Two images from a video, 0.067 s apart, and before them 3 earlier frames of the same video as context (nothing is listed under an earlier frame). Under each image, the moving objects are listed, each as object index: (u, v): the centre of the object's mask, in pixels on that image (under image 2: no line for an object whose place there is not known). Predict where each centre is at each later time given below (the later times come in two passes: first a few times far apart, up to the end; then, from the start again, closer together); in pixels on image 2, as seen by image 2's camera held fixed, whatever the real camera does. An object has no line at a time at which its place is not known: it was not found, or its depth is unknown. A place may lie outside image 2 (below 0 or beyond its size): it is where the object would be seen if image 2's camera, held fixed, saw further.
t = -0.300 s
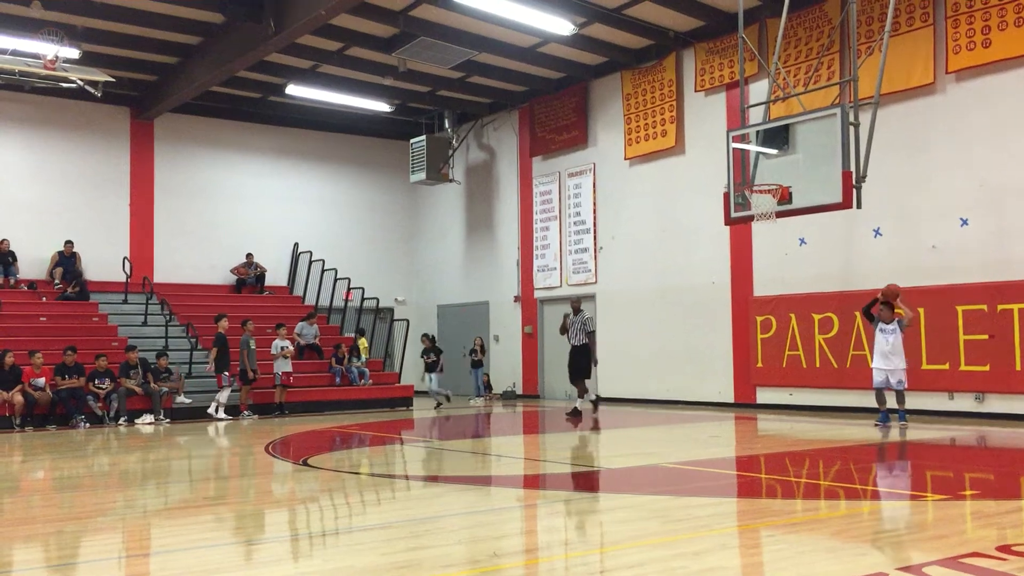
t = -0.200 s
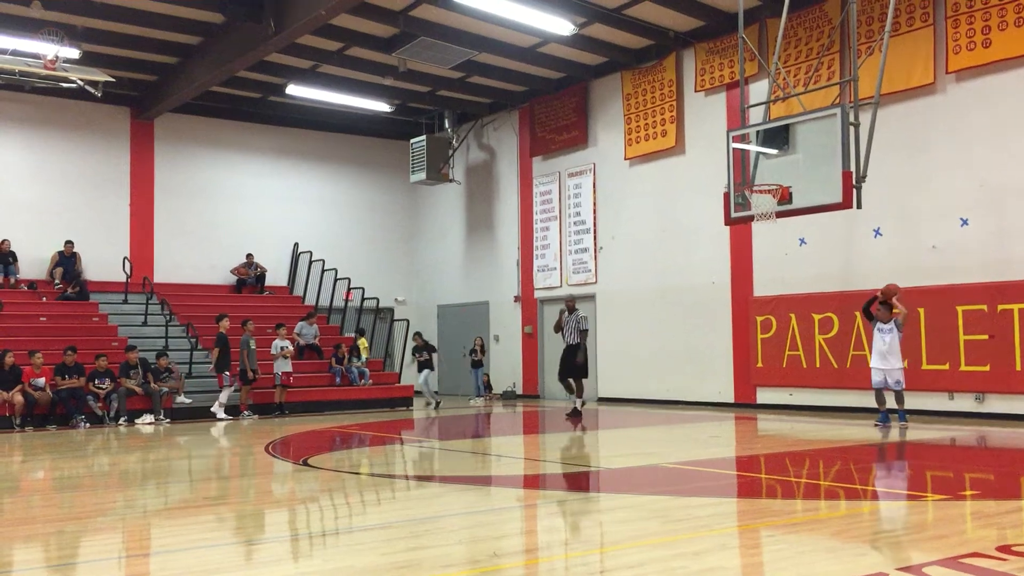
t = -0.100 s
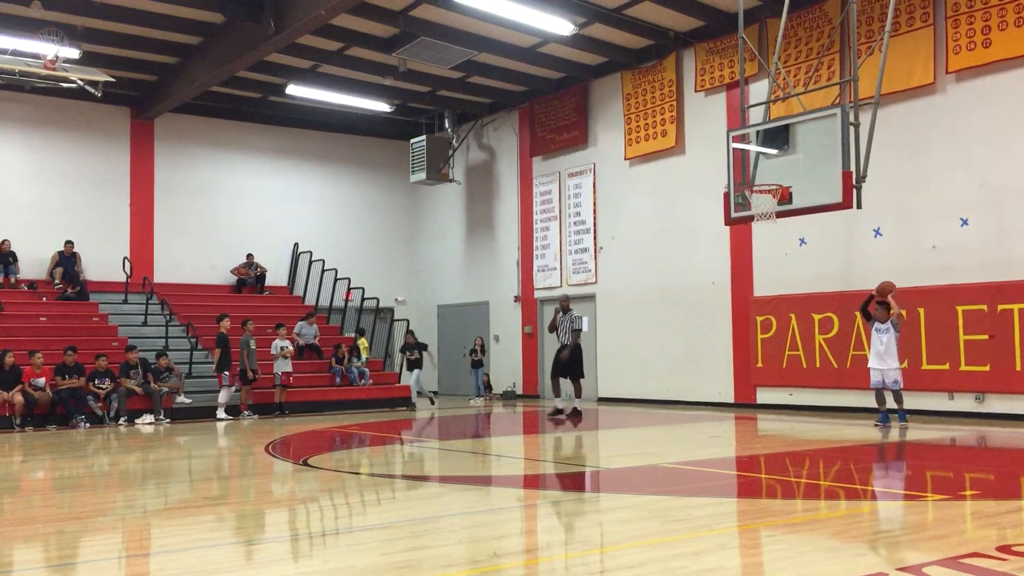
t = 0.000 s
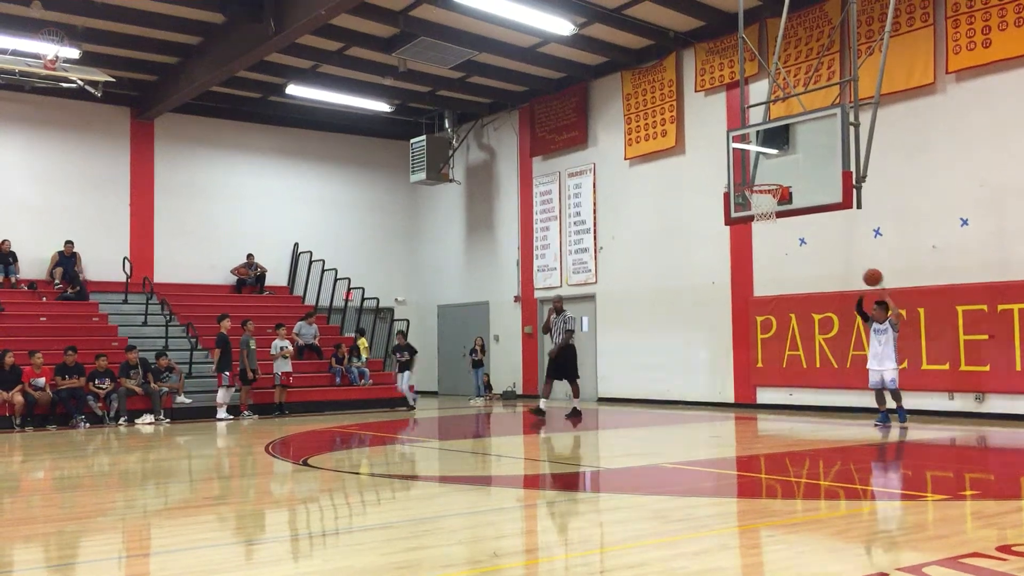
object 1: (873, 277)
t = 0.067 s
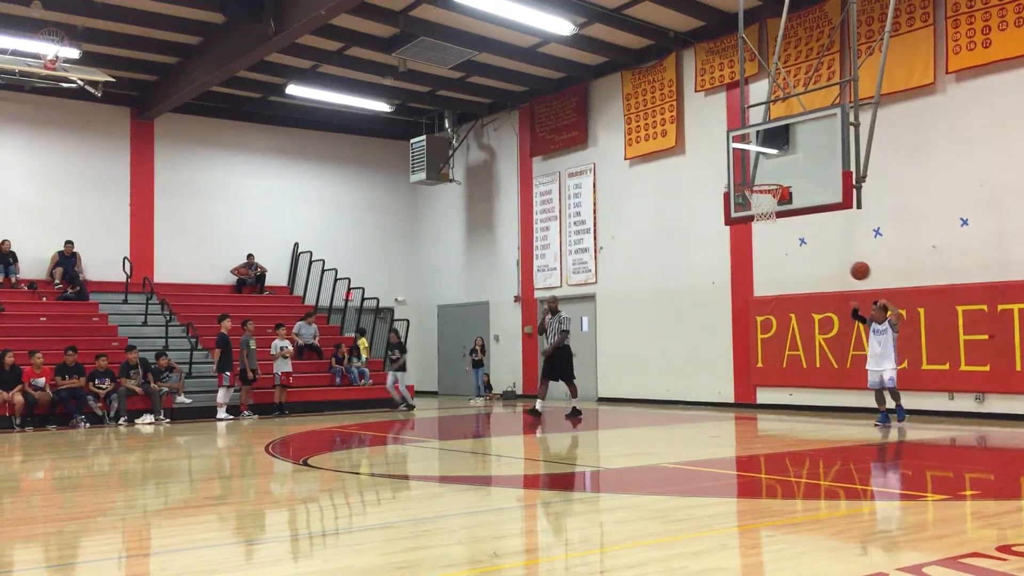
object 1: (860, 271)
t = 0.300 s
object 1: (814, 274)
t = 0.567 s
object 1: (754, 337)
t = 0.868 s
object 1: (686, 404)
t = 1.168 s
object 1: (631, 313)
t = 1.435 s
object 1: (576, 312)
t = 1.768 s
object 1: (502, 440)
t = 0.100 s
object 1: (854, 269)
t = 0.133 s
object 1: (847, 267)
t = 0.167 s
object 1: (841, 267)
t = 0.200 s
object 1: (834, 267)
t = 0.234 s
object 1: (827, 269)
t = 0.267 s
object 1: (821, 271)
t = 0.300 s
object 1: (814, 274)
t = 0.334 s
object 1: (807, 278)
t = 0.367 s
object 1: (800, 283)
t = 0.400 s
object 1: (793, 289)
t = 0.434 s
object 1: (785, 295)
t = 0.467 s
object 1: (778, 305)
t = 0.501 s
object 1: (770, 313)
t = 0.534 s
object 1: (762, 324)
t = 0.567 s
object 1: (754, 337)
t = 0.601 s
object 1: (744, 348)
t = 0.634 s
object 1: (739, 364)
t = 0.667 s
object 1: (730, 380)
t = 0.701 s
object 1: (722, 397)
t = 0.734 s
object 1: (714, 416)
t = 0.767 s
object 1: (706, 436)
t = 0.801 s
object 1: (698, 437)
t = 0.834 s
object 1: (692, 421)
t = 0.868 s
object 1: (686, 404)
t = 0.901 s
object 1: (680, 390)
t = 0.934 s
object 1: (674, 376)
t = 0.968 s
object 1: (668, 364)
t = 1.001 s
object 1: (662, 353)
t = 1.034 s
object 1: (656, 342)
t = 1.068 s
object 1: (649, 333)
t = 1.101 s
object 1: (643, 325)
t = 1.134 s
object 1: (637, 319)
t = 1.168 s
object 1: (631, 313)
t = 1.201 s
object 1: (624, 308)
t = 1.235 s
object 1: (618, 305)
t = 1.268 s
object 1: (611, 303)
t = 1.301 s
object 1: (604, 302)
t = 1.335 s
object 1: (597, 303)
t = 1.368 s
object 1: (591, 304)
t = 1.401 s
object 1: (583, 308)
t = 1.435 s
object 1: (576, 312)
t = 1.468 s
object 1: (569, 318)
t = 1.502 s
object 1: (562, 326)
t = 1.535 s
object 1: (555, 334)
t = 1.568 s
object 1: (547, 345)
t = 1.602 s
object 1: (541, 356)
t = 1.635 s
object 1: (533, 369)
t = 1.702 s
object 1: (517, 403)
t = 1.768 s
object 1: (502, 440)
